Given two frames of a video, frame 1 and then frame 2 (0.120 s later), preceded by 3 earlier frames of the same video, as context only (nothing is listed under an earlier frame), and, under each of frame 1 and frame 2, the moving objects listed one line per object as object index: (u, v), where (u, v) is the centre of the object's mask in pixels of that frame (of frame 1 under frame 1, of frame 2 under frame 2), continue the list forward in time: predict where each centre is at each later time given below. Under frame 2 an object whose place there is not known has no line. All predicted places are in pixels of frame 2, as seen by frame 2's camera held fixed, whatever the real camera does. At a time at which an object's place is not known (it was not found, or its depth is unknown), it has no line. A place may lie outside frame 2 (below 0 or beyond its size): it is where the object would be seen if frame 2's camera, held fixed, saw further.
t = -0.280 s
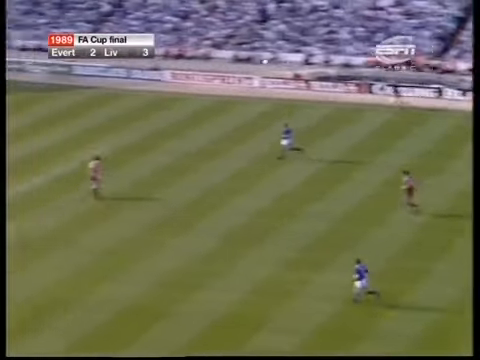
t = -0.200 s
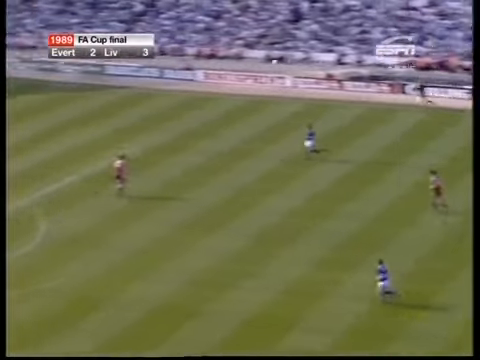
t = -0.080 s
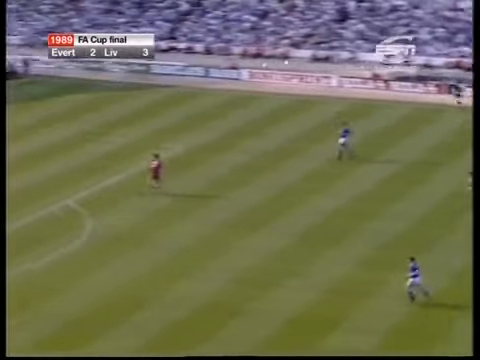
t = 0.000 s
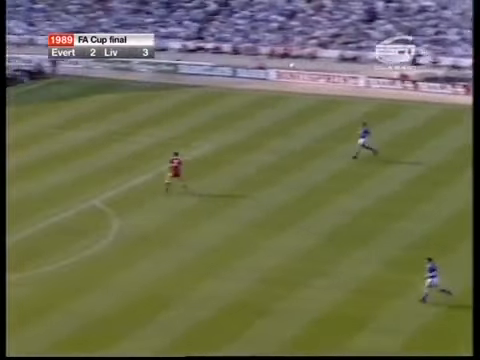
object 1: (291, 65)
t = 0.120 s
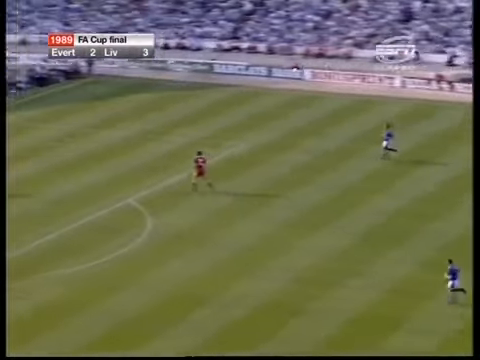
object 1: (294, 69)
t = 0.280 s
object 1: (253, 80)
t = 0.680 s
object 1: (154, 124)
